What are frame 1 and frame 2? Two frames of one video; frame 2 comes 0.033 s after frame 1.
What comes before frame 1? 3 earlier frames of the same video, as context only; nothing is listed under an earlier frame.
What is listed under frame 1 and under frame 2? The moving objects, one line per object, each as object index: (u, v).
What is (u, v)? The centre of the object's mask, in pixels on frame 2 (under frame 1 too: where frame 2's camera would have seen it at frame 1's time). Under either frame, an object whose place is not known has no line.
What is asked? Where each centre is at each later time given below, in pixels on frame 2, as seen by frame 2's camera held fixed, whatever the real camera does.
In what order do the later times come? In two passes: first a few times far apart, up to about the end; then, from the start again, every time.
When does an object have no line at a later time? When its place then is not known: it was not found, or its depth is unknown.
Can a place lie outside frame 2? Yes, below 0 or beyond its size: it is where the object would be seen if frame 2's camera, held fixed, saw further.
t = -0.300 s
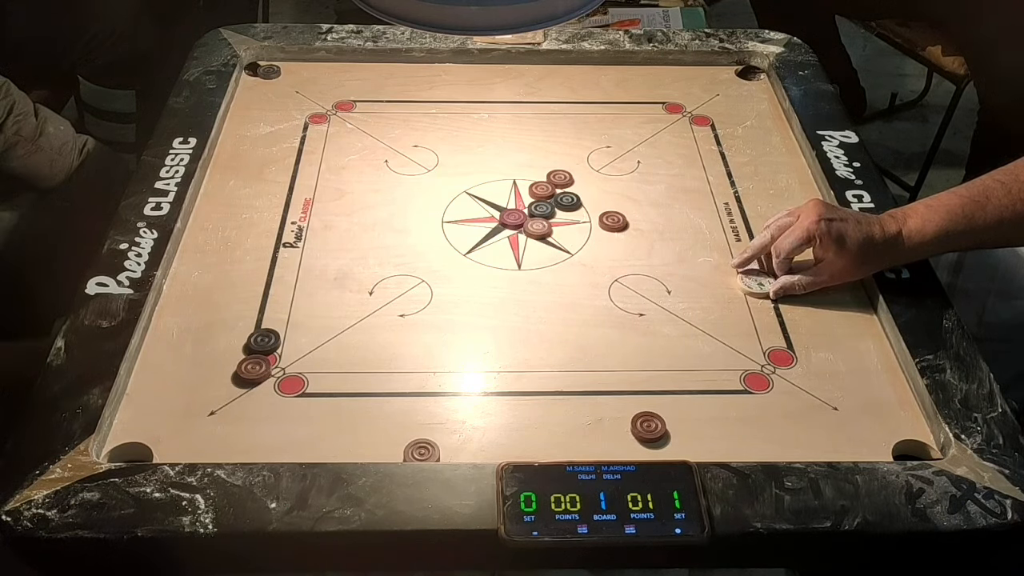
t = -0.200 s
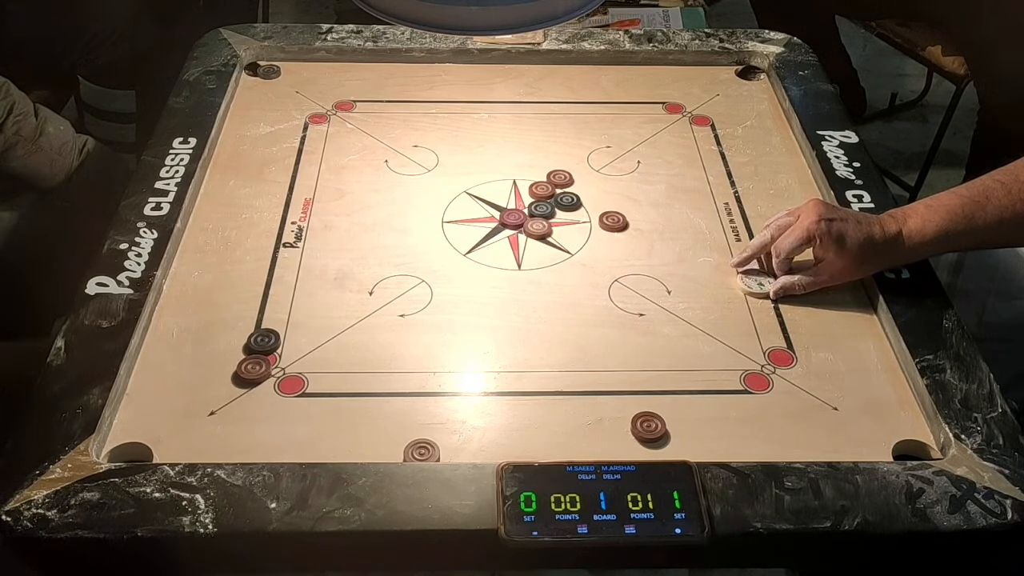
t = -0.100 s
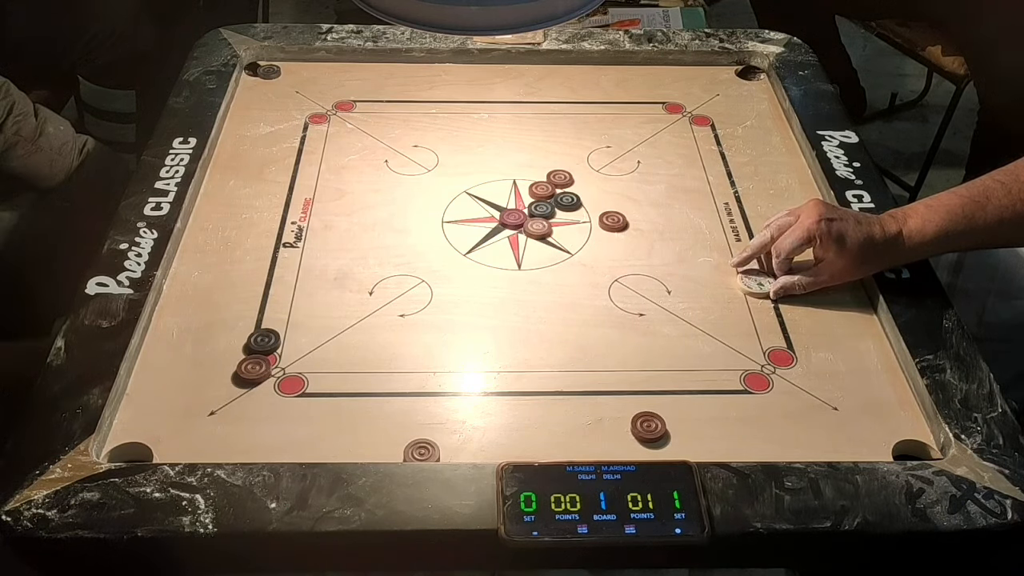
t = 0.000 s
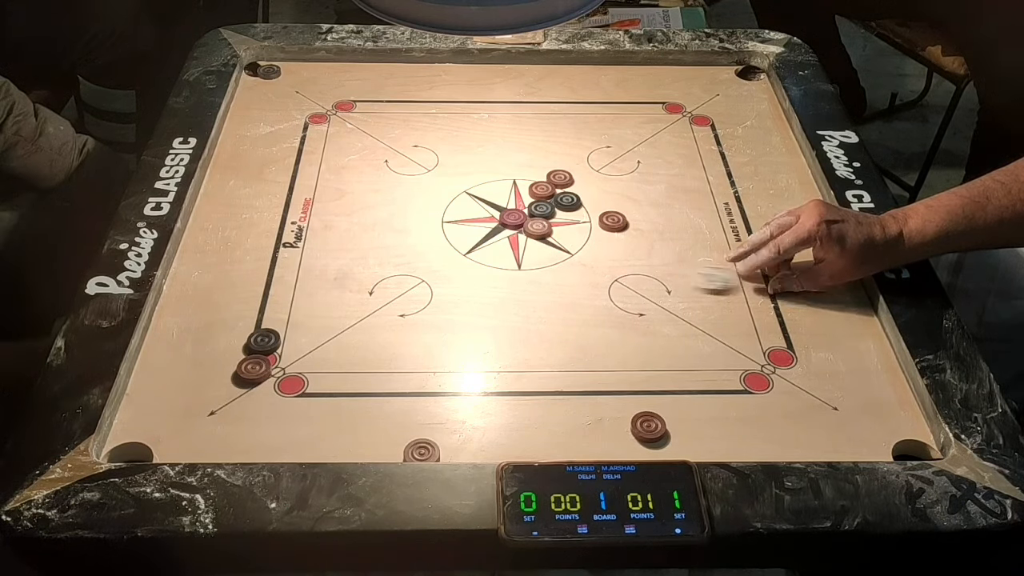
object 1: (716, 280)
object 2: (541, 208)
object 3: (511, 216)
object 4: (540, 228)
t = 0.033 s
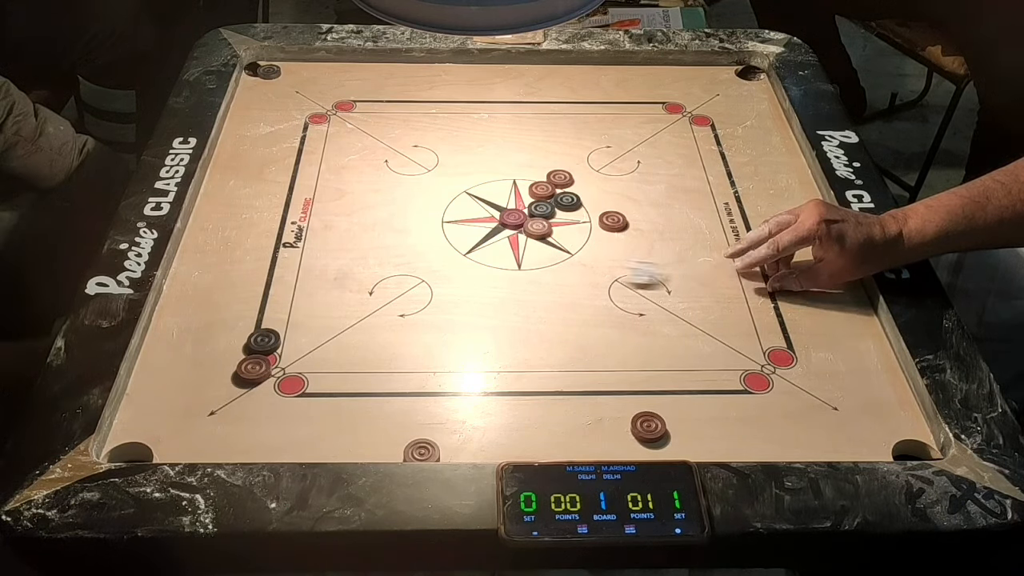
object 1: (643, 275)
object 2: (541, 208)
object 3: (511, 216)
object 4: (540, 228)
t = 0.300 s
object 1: (262, 235)
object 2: (541, 208)
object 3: (511, 216)
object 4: (540, 228)
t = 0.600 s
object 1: (547, 238)
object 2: (593, 195)
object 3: (510, 189)
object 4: (649, 257)
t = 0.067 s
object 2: (541, 208)
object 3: (511, 216)
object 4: (540, 228)
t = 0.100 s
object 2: (541, 208)
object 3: (511, 216)
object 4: (540, 228)
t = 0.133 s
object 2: (541, 208)
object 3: (511, 216)
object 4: (540, 228)
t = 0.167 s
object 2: (541, 208)
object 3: (511, 216)
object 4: (540, 228)
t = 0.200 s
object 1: (304, 248)
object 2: (541, 208)
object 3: (511, 216)
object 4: (540, 228)
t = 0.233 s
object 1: (244, 242)
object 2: (541, 208)
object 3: (511, 216)
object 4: (540, 228)
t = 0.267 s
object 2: (541, 208)
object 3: (511, 216)
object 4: (540, 228)
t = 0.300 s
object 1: (262, 235)
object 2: (541, 208)
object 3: (511, 216)
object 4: (540, 228)
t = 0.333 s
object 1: (313, 233)
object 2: (541, 208)
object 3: (511, 216)
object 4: (540, 228)
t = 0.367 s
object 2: (541, 208)
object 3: (511, 216)
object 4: (540, 228)
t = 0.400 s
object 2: (541, 208)
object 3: (511, 216)
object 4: (540, 228)
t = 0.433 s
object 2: (541, 208)
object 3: (511, 216)
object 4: (540, 228)
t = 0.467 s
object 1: (490, 226)
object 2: (543, 208)
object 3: (516, 214)
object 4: (543, 230)
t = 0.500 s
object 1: (506, 229)
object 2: (557, 206)
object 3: (517, 204)
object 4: (574, 237)
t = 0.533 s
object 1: (521, 232)
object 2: (570, 202)
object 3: (517, 197)
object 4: (600, 245)
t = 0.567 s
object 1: (535, 235)
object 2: (582, 198)
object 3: (513, 193)
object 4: (625, 251)
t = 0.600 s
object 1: (547, 238)
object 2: (593, 195)
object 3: (510, 189)
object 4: (649, 257)
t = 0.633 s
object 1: (560, 241)
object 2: (603, 193)
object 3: (507, 185)
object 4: (672, 263)
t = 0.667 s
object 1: (571, 243)
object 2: (612, 190)
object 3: (505, 182)
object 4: (693, 268)
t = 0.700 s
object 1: (582, 245)
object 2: (619, 188)
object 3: (503, 181)
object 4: (713, 273)
